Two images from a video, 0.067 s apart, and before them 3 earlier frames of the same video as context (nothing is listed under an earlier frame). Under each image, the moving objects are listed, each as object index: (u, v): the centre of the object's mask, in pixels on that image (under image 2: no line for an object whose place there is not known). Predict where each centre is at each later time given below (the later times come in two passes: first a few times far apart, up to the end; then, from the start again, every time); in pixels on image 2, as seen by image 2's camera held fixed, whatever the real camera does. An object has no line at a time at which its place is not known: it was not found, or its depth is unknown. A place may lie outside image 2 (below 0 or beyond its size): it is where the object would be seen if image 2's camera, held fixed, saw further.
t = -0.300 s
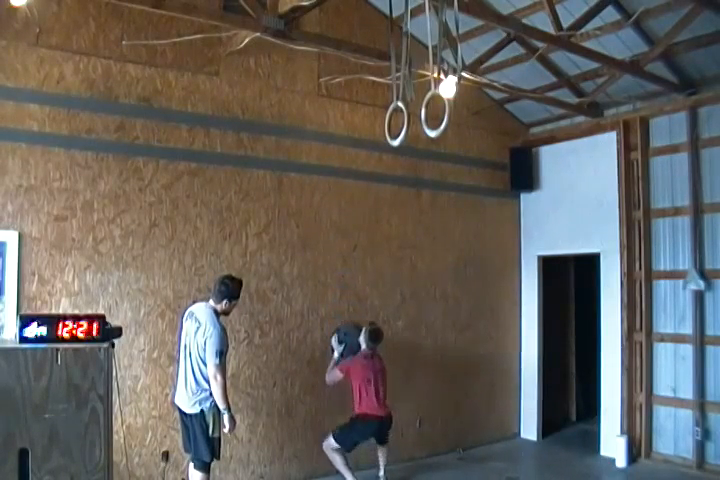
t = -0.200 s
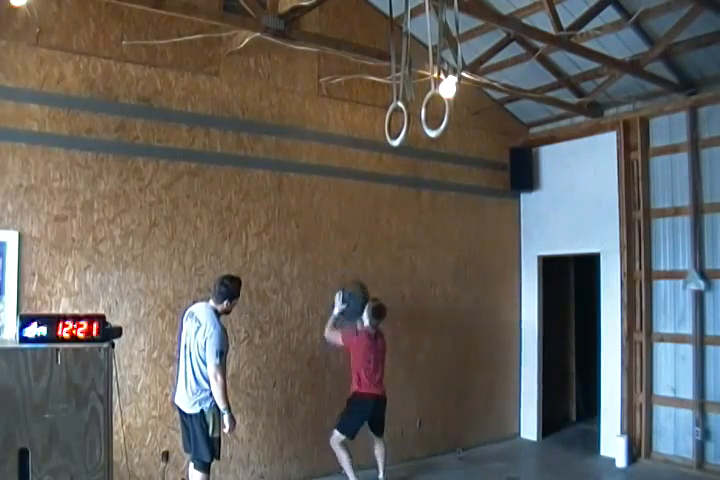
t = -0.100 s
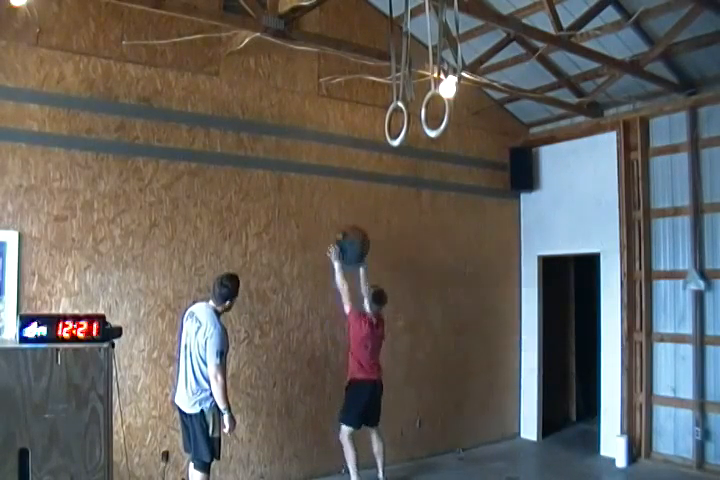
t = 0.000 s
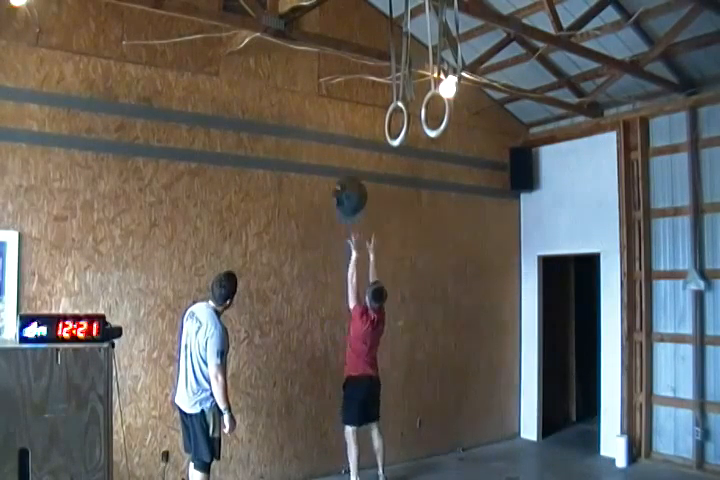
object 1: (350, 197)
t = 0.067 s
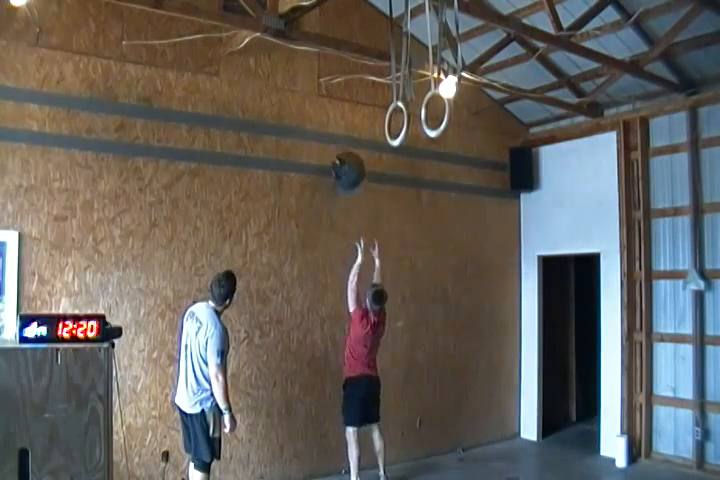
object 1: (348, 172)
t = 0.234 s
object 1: (344, 128)
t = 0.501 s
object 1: (342, 124)
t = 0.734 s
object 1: (345, 182)
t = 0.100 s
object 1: (347, 160)
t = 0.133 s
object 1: (346, 150)
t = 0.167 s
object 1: (345, 142)
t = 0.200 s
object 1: (344, 134)
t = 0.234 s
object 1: (344, 128)
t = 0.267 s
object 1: (343, 124)
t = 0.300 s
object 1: (342, 121)
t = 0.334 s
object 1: (341, 119)
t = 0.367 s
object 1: (340, 118)
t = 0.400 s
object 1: (340, 118)
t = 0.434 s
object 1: (341, 119)
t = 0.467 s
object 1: (341, 121)
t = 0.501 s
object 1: (342, 124)
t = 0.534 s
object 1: (343, 128)
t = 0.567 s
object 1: (343, 134)
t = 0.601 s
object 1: (344, 141)
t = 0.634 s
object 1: (344, 149)
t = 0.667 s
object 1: (344, 159)
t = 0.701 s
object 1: (345, 170)
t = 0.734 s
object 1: (345, 182)
